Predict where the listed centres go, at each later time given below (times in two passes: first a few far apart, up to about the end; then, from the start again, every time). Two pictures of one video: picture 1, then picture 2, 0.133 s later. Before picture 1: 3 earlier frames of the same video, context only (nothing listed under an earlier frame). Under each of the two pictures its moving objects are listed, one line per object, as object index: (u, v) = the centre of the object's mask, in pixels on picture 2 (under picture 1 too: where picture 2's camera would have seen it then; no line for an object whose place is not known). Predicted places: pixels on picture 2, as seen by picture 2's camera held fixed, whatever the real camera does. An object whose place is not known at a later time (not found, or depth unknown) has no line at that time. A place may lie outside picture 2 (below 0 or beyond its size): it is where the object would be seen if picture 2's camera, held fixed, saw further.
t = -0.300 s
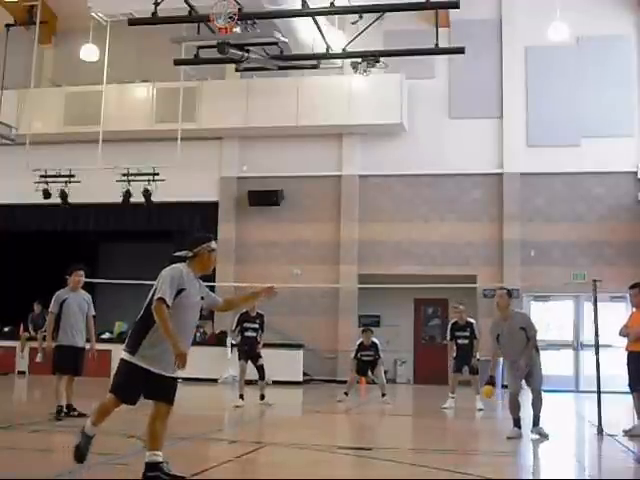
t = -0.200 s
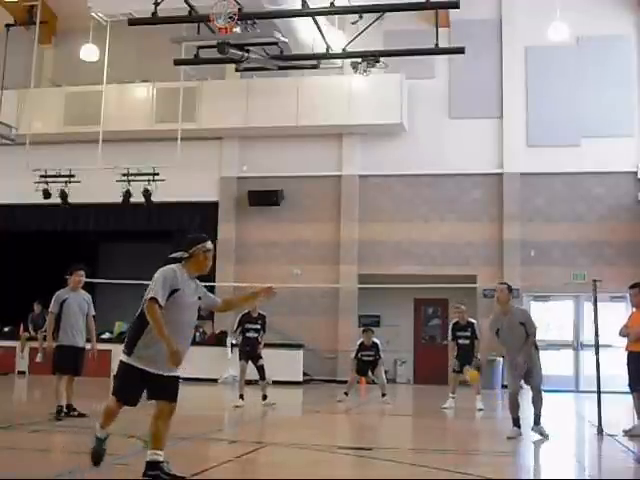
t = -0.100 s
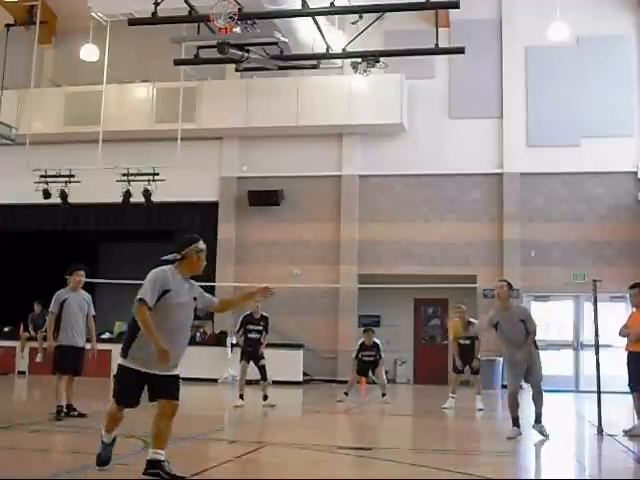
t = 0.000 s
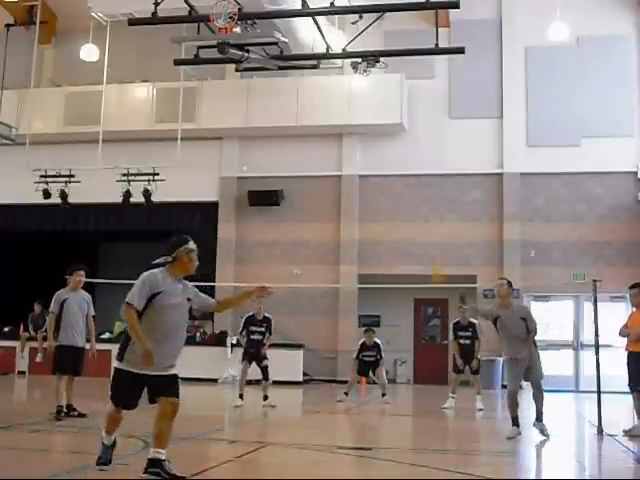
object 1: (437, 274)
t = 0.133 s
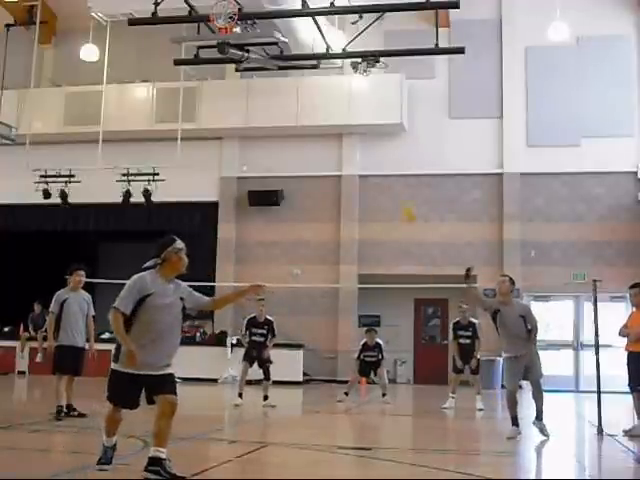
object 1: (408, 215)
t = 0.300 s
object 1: (372, 163)
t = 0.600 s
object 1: (291, 151)
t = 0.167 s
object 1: (400, 200)
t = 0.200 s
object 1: (392, 189)
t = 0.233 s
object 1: (388, 180)
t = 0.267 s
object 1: (378, 170)
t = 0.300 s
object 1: (372, 163)
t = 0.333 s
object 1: (364, 156)
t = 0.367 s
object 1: (356, 151)
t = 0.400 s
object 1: (347, 145)
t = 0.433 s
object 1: (338, 143)
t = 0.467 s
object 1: (330, 141)
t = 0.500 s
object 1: (321, 140)
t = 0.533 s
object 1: (312, 142)
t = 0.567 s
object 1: (301, 145)
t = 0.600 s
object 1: (291, 151)
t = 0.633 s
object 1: (280, 156)
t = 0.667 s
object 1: (269, 164)
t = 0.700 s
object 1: (257, 172)
